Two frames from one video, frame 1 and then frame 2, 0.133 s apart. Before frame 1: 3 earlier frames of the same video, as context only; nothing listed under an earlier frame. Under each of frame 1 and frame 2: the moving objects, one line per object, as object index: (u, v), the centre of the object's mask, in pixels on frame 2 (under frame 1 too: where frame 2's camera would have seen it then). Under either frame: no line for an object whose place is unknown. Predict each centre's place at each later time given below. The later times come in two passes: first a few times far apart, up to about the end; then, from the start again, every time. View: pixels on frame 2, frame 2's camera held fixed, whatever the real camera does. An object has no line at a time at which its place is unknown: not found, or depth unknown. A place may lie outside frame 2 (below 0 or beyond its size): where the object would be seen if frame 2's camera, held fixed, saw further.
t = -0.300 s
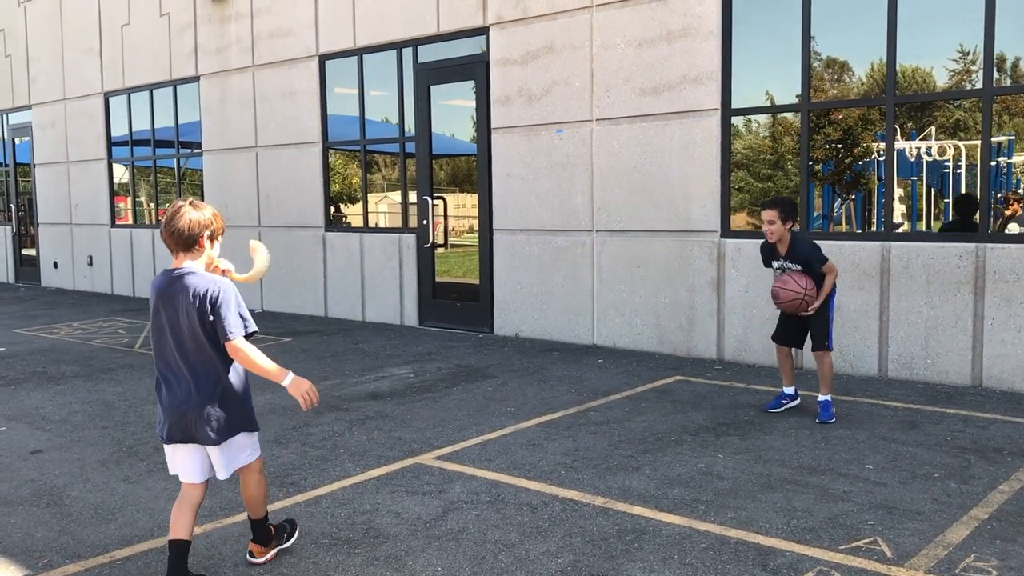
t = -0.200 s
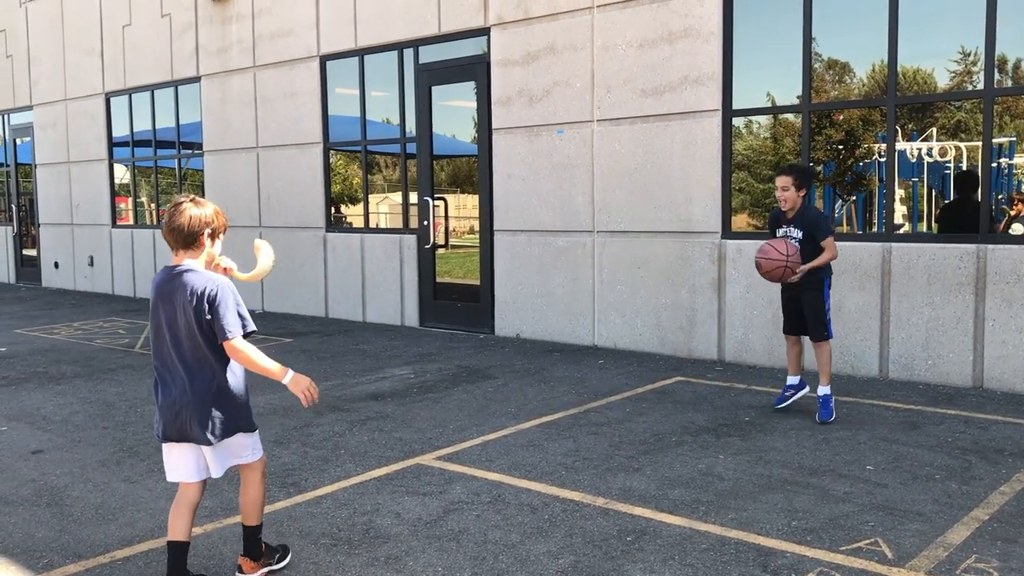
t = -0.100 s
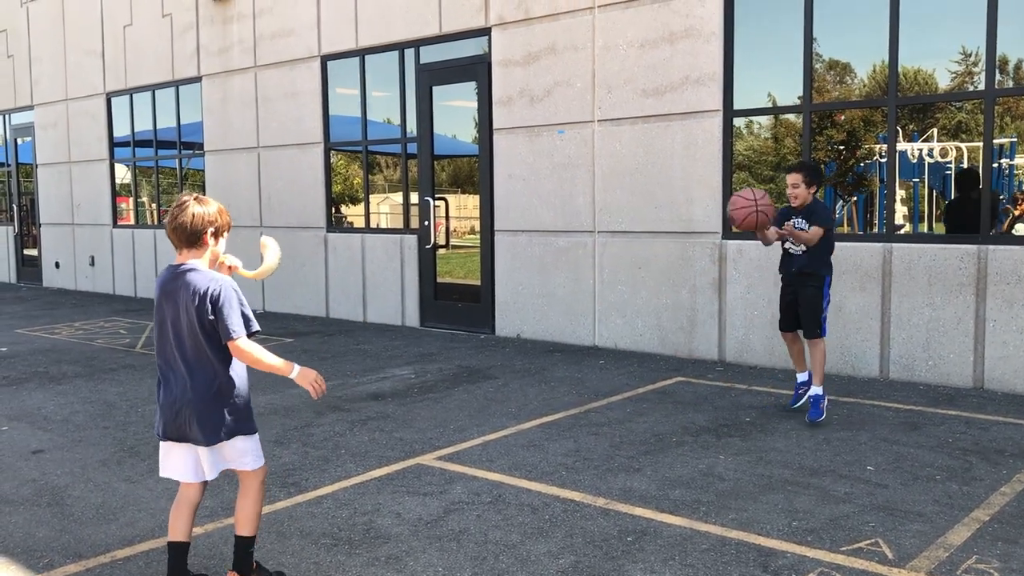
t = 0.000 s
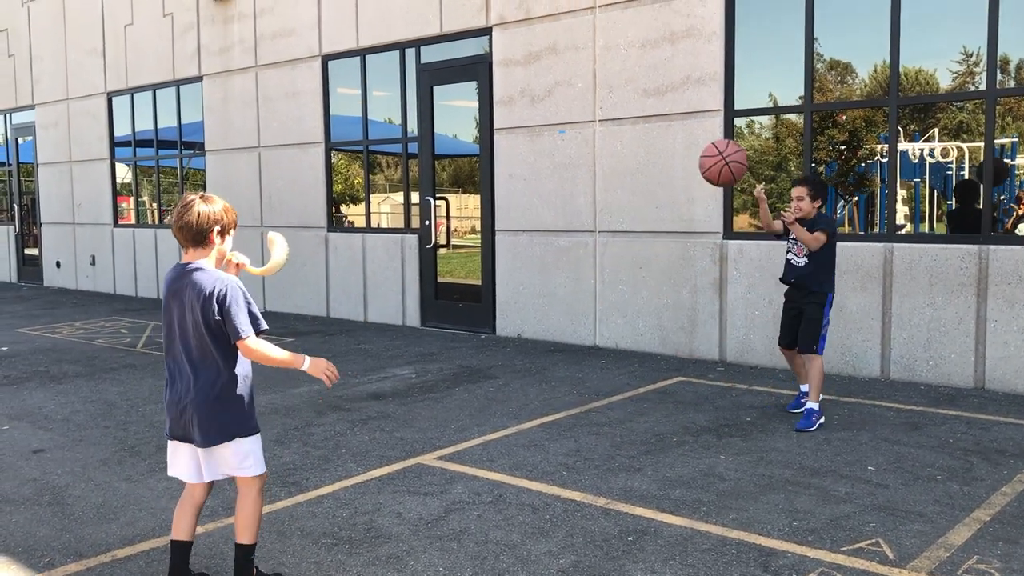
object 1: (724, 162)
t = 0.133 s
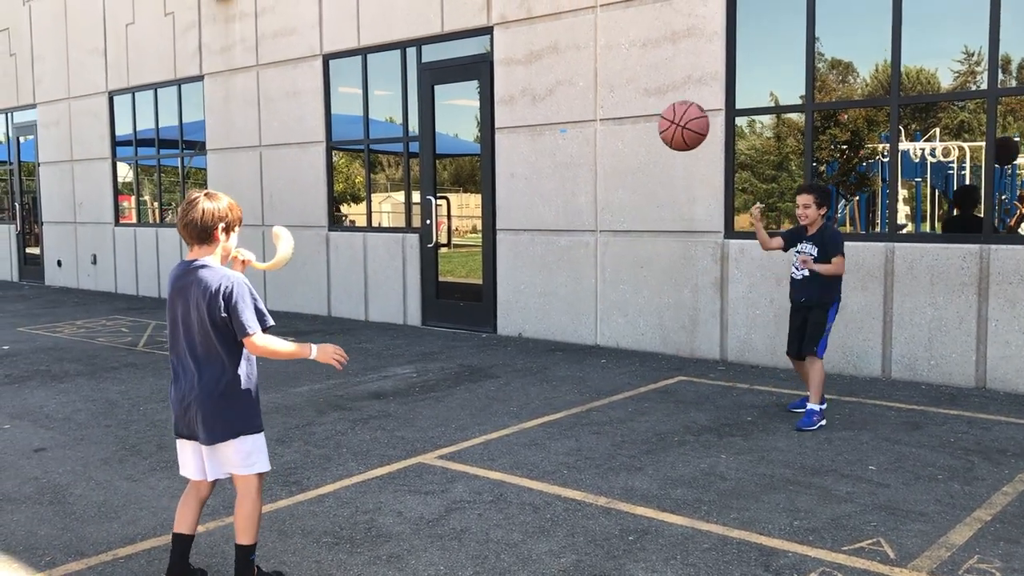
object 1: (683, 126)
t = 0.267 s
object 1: (639, 125)
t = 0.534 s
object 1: (540, 250)
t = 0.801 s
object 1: (433, 483)
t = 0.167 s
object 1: (673, 122)
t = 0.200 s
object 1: (662, 120)
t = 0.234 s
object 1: (651, 121)
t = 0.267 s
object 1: (639, 125)
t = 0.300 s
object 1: (628, 131)
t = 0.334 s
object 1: (616, 140)
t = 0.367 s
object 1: (604, 151)
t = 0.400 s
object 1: (591, 165)
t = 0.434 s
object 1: (579, 182)
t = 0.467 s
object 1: (566, 202)
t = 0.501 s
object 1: (553, 224)
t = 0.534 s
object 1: (540, 250)
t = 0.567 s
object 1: (527, 278)
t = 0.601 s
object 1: (514, 310)
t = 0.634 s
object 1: (500, 345)
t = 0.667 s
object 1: (487, 383)
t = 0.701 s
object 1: (473, 425)
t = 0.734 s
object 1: (459, 473)
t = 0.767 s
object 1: (446, 512)
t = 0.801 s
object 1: (433, 483)
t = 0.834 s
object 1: (420, 457)
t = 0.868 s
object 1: (407, 433)
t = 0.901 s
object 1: (393, 412)
